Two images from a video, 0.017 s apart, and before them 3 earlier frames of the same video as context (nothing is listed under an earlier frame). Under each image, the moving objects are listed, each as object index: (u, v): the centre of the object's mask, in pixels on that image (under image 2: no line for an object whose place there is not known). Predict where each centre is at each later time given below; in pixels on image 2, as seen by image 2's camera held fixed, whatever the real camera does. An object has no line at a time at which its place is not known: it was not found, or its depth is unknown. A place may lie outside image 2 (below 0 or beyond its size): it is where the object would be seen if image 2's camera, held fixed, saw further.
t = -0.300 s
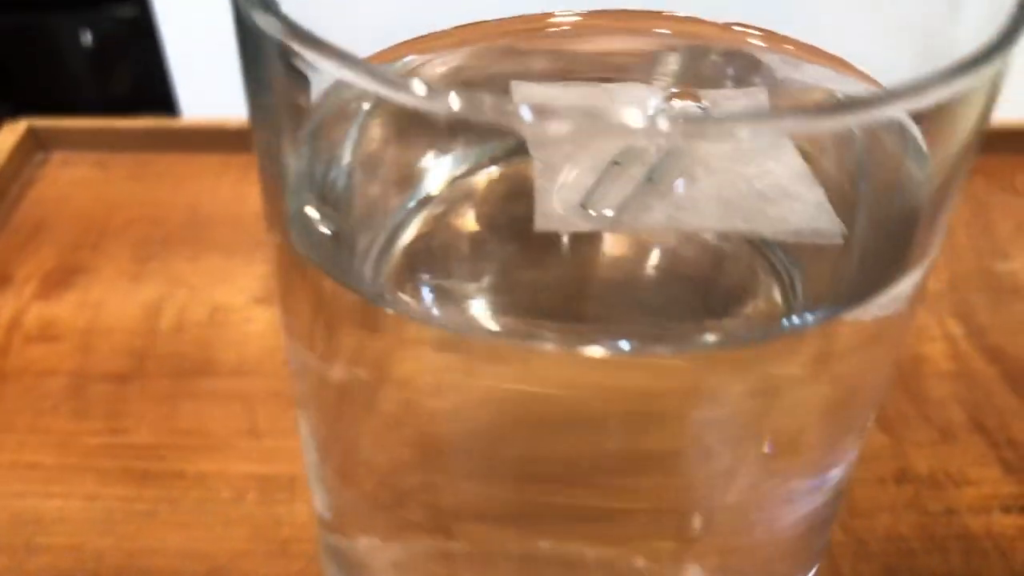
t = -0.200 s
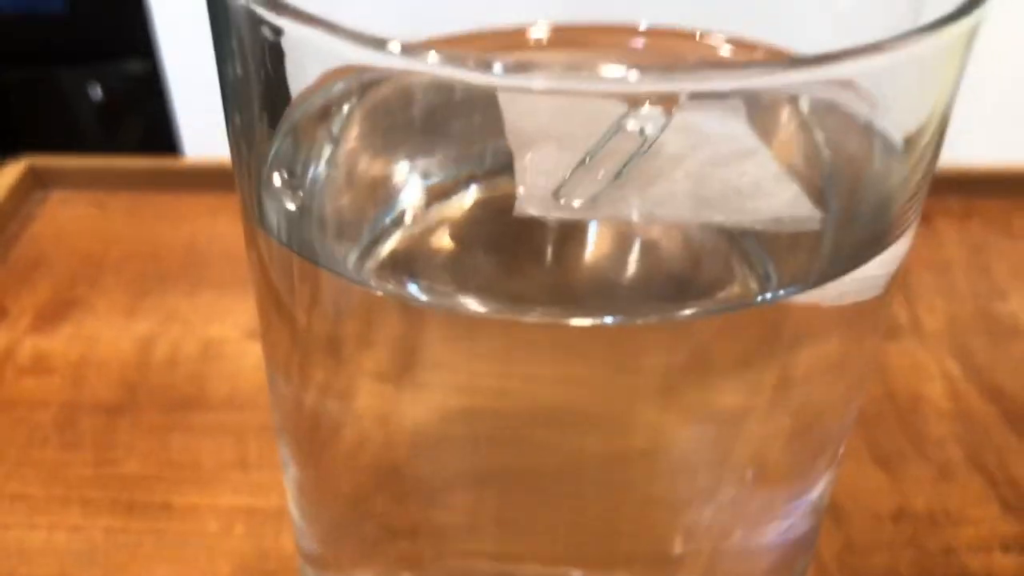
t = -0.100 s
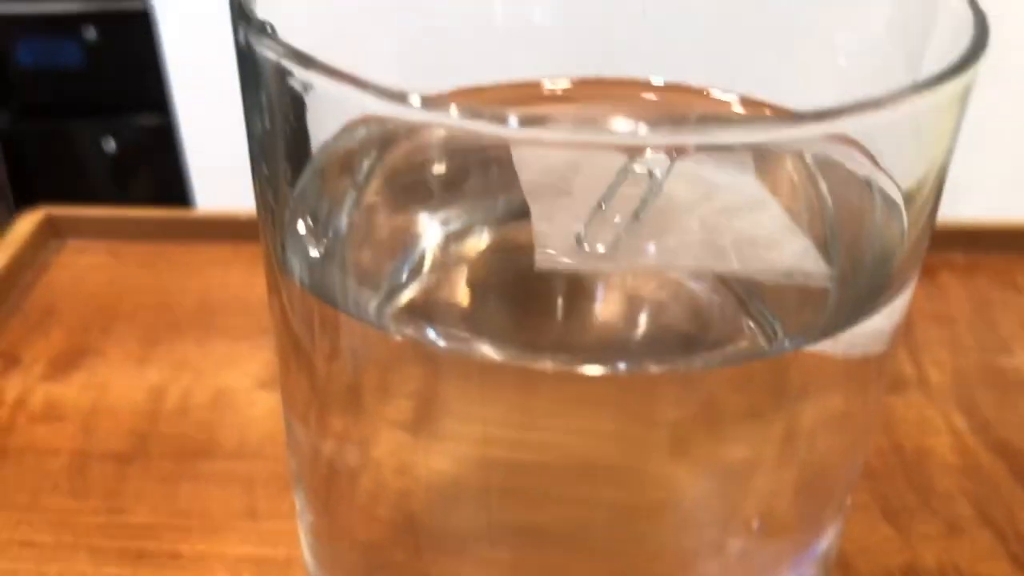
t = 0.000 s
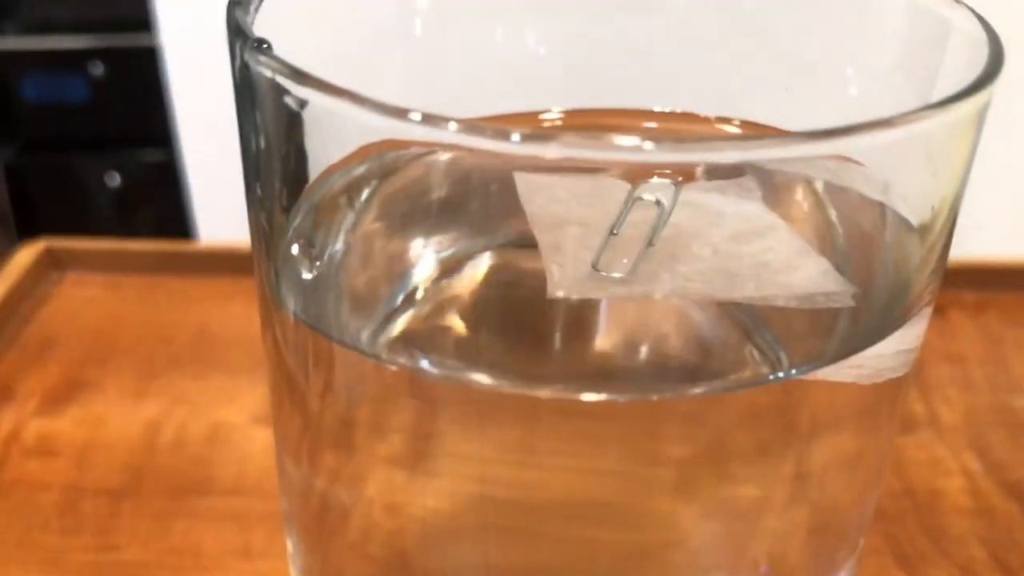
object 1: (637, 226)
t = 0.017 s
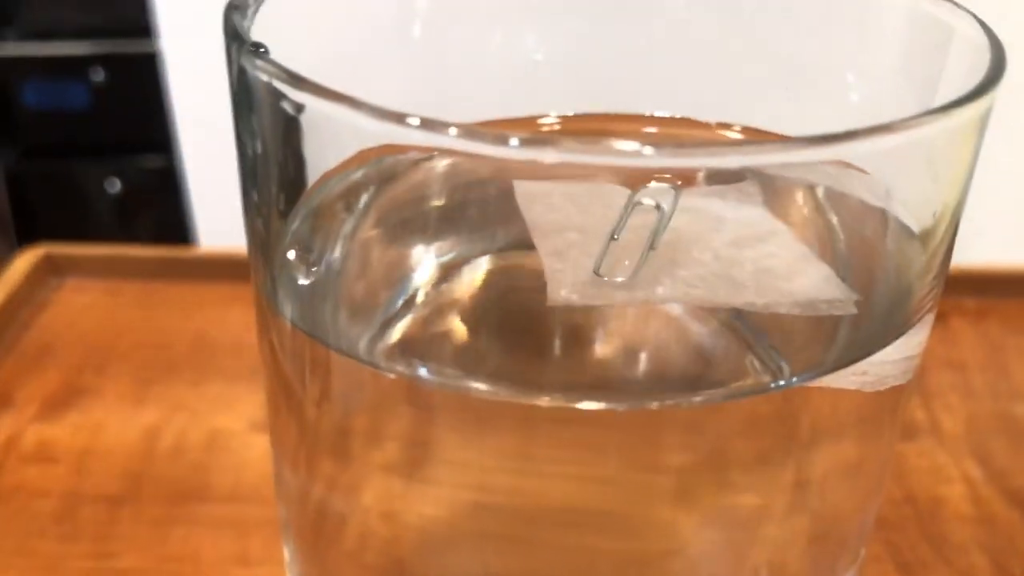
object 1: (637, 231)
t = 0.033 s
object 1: (637, 229)
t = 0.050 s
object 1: (636, 226)
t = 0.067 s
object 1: (633, 224)
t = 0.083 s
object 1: (630, 222)
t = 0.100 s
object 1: (626, 218)
